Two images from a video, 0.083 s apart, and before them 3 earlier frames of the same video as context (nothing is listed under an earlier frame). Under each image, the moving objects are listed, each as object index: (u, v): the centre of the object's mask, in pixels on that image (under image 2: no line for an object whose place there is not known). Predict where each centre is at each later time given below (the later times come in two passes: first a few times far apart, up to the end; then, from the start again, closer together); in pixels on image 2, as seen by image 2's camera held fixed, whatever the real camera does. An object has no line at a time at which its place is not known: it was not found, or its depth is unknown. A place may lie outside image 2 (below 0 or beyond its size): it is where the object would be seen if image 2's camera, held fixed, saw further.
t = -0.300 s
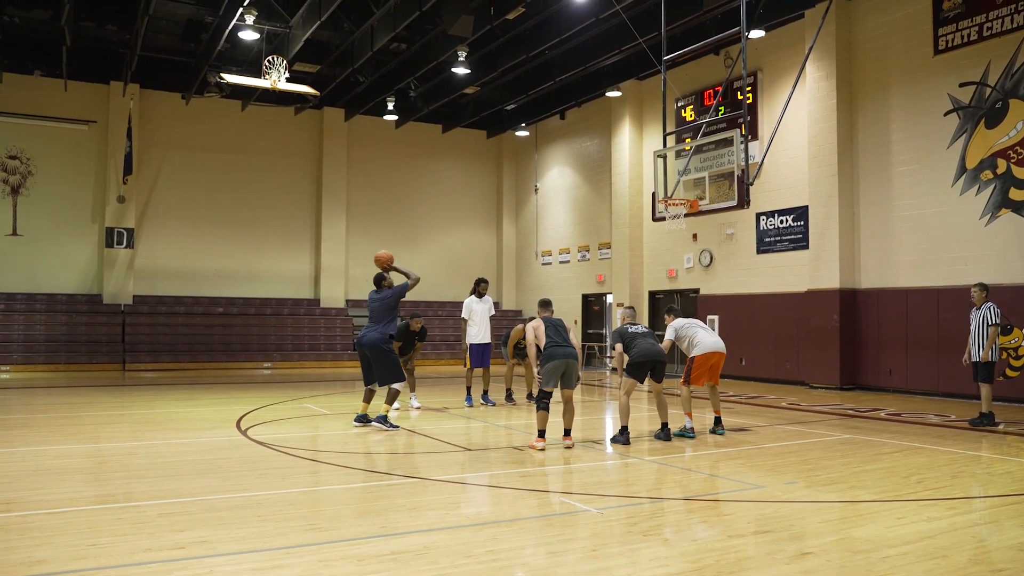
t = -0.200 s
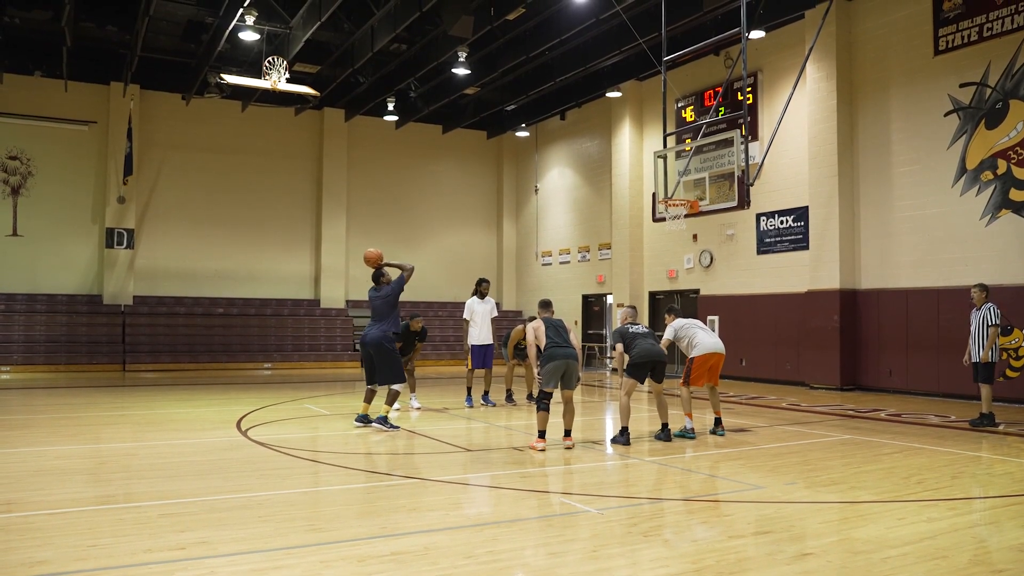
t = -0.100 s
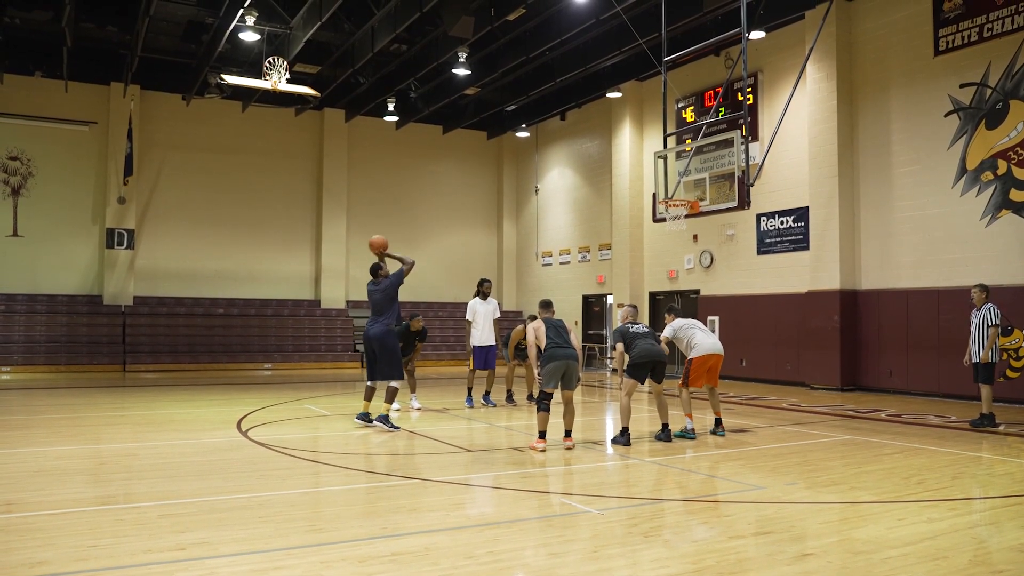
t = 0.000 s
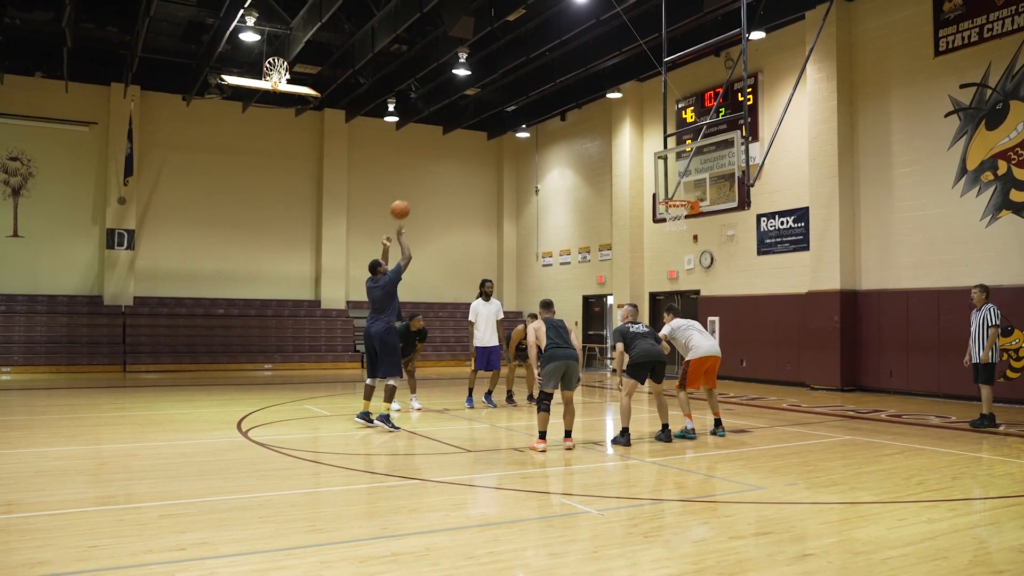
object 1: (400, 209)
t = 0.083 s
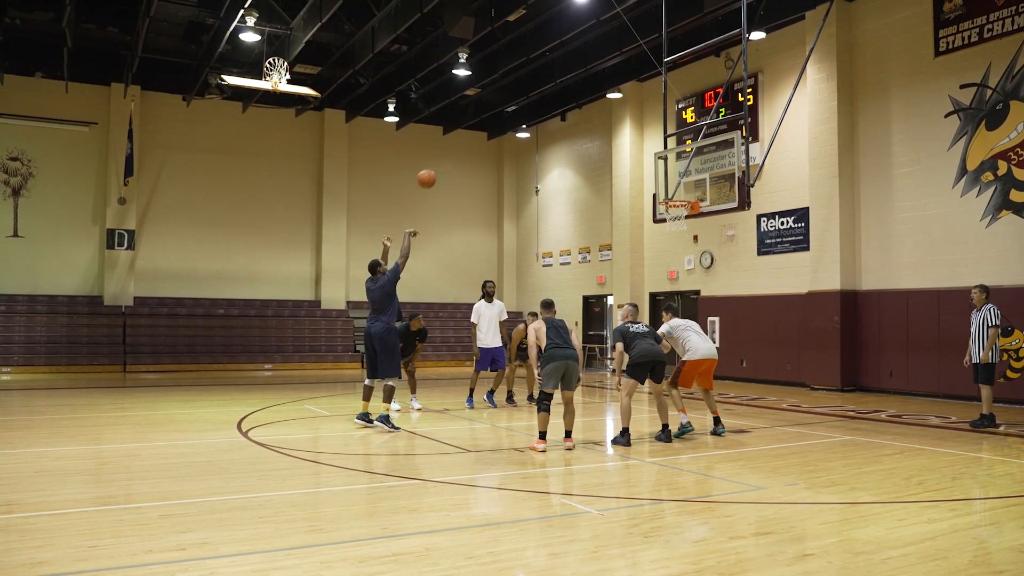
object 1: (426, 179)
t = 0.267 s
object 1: (482, 132)
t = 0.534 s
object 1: (552, 111)
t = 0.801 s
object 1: (616, 140)
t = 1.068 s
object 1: (675, 197)
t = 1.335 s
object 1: (662, 187)
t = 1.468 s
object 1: (647, 192)
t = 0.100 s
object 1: (432, 173)
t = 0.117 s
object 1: (437, 168)
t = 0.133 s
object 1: (442, 163)
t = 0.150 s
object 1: (447, 159)
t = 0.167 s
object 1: (452, 154)
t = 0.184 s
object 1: (457, 150)
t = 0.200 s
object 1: (462, 146)
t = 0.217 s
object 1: (467, 142)
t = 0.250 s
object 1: (477, 135)
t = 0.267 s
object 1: (482, 132)
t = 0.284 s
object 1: (486, 129)
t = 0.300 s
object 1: (491, 127)
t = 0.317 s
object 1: (495, 125)
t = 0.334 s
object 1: (500, 122)
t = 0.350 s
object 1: (504, 121)
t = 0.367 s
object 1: (509, 119)
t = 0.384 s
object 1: (513, 117)
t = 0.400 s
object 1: (517, 115)
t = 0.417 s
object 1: (522, 115)
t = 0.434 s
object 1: (527, 114)
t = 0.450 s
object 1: (531, 113)
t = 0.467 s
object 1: (535, 112)
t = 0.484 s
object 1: (539, 112)
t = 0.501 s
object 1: (543, 112)
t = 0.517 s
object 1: (548, 111)
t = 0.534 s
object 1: (552, 111)
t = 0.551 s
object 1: (556, 112)
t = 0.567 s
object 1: (560, 113)
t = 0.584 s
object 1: (564, 113)
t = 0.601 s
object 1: (568, 114)
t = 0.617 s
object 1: (572, 115)
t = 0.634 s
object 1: (577, 116)
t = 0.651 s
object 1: (581, 118)
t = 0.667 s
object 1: (585, 120)
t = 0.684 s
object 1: (589, 122)
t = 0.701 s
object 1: (593, 124)
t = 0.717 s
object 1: (597, 126)
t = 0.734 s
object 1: (601, 128)
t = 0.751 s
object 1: (605, 131)
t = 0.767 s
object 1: (609, 134)
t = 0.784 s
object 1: (613, 137)
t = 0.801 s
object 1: (616, 140)
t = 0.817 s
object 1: (620, 144)
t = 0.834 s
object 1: (624, 147)
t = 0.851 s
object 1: (628, 151)
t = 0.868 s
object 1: (632, 155)
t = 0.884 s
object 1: (635, 159)
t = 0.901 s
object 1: (639, 163)
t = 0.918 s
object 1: (643, 167)
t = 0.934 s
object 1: (646, 171)
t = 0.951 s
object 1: (650, 176)
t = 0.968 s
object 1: (654, 181)
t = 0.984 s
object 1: (657, 186)
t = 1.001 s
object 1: (661, 191)
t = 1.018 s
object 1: (664, 195)
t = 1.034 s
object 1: (667, 197)
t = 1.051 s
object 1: (672, 197)
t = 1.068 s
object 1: (675, 197)
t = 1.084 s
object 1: (679, 198)
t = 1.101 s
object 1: (682, 197)
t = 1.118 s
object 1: (682, 197)
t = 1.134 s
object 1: (681, 196)
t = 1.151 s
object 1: (681, 196)
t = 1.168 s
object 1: (680, 195)
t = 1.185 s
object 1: (679, 194)
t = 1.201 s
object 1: (677, 193)
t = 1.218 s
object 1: (674, 193)
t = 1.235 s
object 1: (673, 192)
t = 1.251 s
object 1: (671, 190)
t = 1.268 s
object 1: (669, 189)
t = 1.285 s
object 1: (668, 188)
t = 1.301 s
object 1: (666, 188)
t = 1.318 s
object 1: (664, 187)
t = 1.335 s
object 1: (662, 187)
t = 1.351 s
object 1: (660, 187)
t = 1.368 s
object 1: (658, 187)
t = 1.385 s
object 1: (656, 187)
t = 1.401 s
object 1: (655, 188)
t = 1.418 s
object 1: (653, 189)
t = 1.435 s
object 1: (651, 190)
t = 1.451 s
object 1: (649, 191)
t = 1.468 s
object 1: (647, 192)
